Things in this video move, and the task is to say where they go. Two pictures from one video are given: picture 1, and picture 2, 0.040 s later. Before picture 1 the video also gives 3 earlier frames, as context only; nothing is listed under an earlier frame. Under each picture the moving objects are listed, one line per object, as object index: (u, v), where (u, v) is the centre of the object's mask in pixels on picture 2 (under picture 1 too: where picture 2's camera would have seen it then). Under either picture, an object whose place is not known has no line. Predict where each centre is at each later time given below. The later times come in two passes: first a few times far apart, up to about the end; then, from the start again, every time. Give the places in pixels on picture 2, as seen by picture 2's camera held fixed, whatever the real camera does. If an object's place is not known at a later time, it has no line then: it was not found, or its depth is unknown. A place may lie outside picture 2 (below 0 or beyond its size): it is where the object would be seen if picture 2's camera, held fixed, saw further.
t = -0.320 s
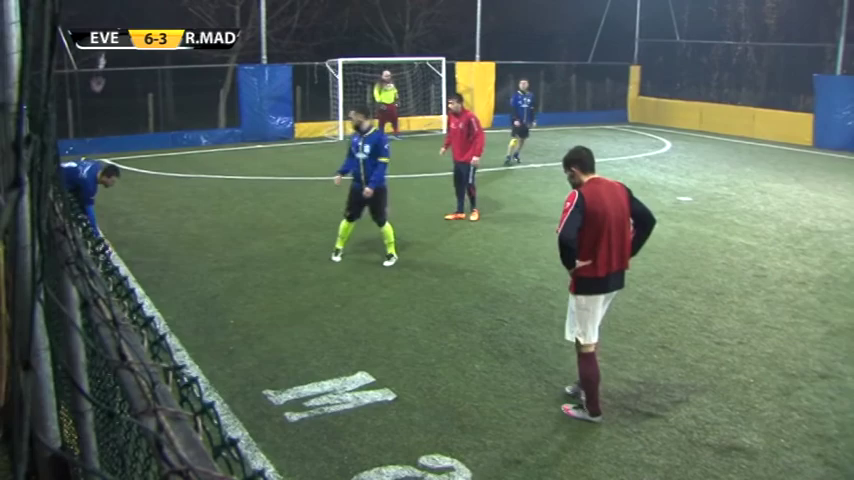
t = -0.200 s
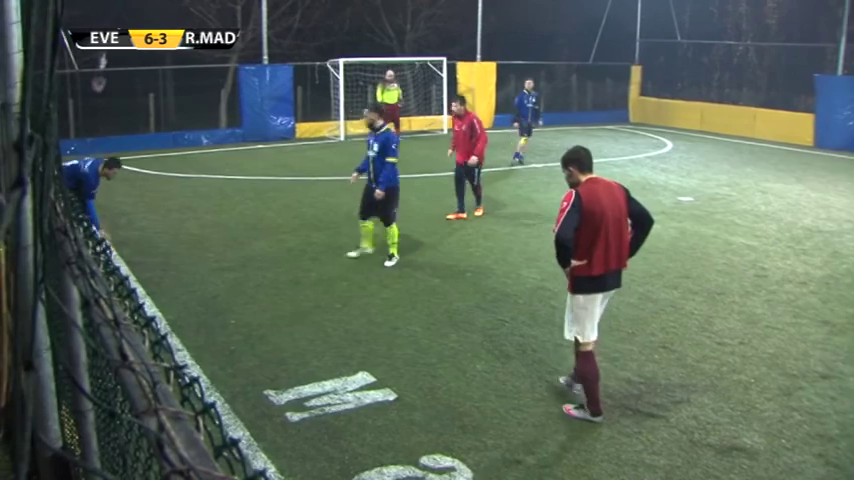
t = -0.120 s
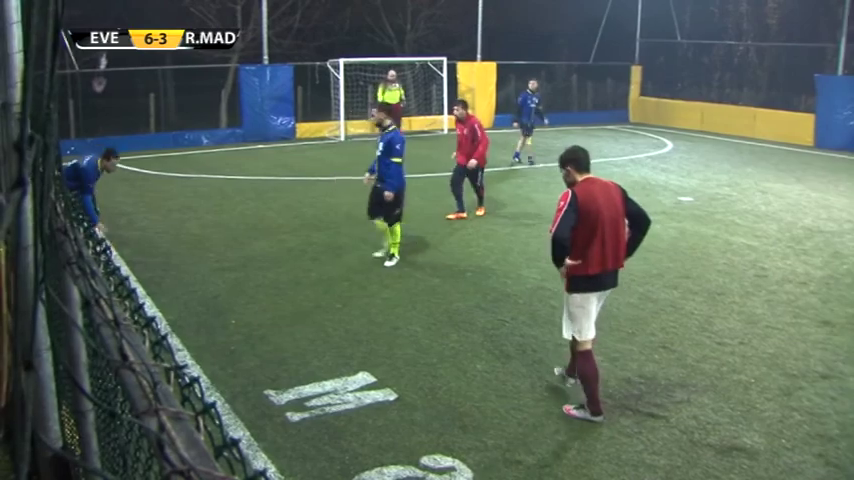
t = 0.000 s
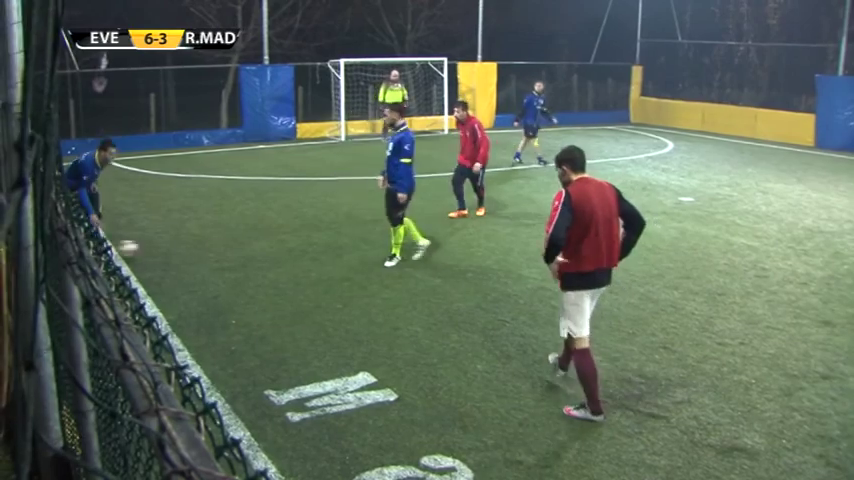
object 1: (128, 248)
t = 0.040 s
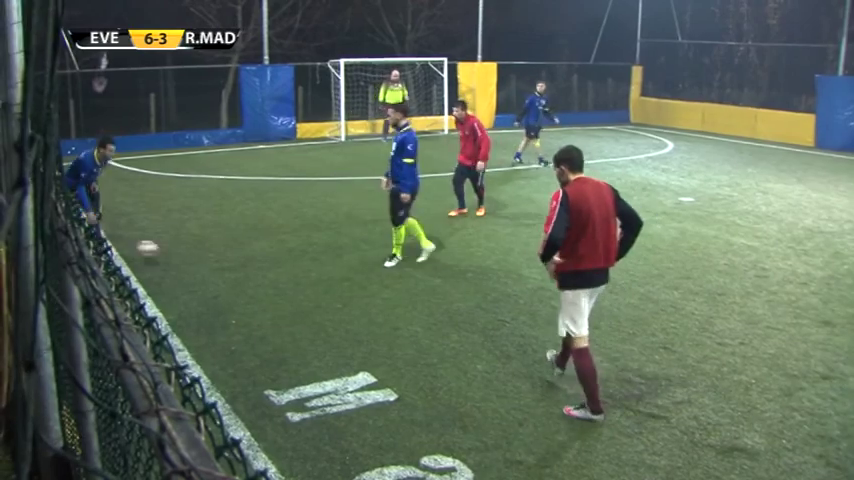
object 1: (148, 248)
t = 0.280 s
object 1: (259, 254)
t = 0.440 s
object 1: (325, 257)
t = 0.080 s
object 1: (167, 250)
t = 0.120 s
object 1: (187, 253)
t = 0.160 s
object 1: (205, 252)
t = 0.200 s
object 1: (223, 252)
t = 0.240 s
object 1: (241, 252)
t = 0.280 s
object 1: (259, 254)
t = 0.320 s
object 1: (276, 254)
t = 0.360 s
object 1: (293, 254)
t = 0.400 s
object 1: (308, 255)
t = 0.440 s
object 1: (325, 257)
